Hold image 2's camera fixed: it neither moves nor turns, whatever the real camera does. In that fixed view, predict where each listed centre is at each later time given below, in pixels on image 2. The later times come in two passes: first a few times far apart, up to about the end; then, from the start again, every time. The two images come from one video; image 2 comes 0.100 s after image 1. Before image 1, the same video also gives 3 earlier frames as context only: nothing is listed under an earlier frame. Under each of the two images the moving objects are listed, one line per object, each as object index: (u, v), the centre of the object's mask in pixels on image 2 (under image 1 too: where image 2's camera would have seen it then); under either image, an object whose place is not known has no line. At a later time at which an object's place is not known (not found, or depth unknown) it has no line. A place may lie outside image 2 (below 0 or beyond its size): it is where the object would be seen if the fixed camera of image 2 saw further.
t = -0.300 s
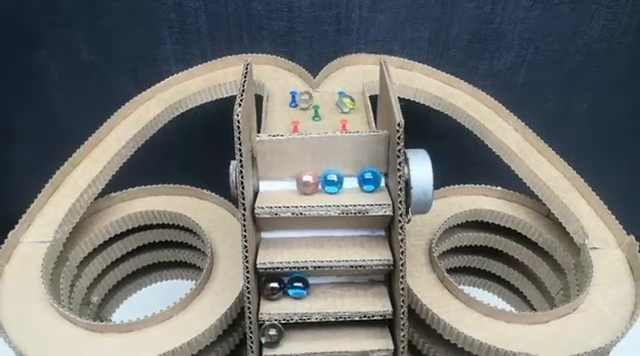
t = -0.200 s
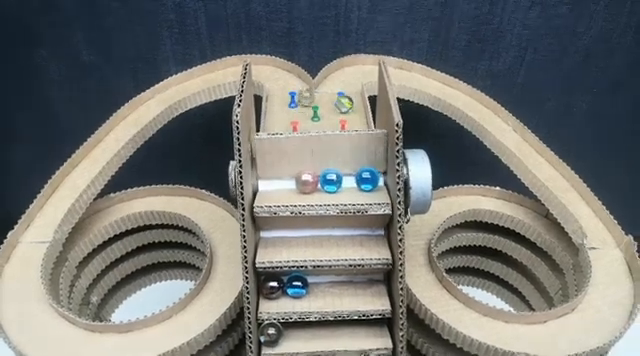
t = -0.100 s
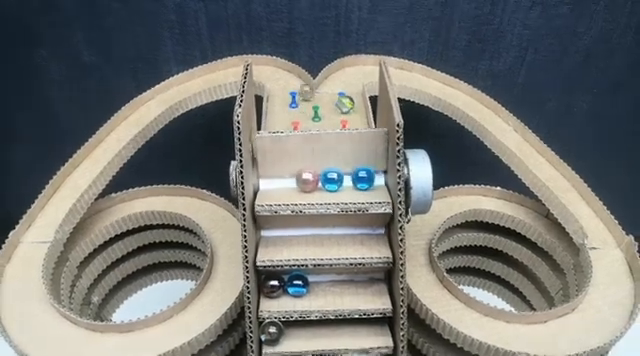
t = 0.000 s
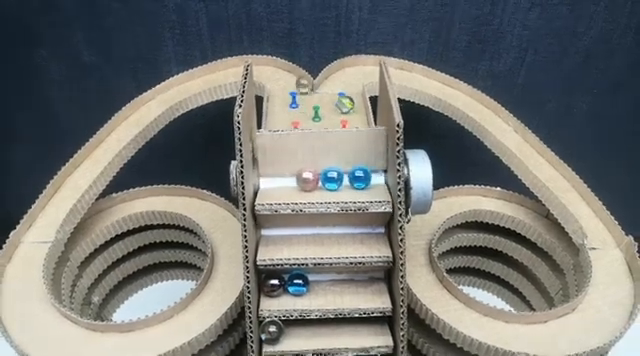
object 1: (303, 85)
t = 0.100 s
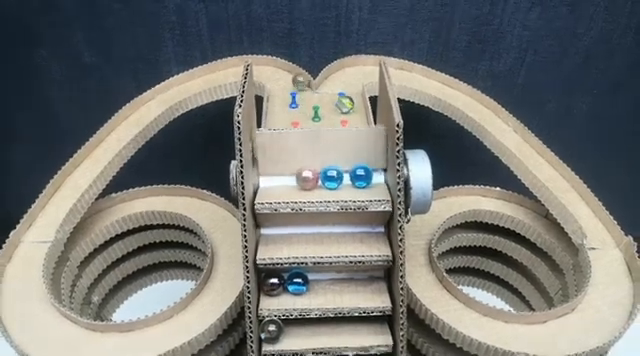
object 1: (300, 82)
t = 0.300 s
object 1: (280, 80)
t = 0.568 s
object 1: (232, 75)
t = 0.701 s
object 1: (198, 82)
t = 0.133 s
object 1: (298, 80)
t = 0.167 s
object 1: (295, 81)
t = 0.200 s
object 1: (292, 81)
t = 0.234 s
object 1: (289, 81)
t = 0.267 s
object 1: (284, 80)
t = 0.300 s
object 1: (280, 80)
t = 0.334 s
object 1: (275, 80)
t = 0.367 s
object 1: (269, 81)
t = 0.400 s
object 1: (265, 80)
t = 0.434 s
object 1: (260, 76)
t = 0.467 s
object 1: (258, 75)
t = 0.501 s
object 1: (256, 75)
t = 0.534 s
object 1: (240, 74)
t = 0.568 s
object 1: (232, 75)
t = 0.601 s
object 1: (224, 75)
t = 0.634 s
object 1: (216, 76)
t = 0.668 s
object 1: (207, 79)
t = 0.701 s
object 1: (198, 82)
